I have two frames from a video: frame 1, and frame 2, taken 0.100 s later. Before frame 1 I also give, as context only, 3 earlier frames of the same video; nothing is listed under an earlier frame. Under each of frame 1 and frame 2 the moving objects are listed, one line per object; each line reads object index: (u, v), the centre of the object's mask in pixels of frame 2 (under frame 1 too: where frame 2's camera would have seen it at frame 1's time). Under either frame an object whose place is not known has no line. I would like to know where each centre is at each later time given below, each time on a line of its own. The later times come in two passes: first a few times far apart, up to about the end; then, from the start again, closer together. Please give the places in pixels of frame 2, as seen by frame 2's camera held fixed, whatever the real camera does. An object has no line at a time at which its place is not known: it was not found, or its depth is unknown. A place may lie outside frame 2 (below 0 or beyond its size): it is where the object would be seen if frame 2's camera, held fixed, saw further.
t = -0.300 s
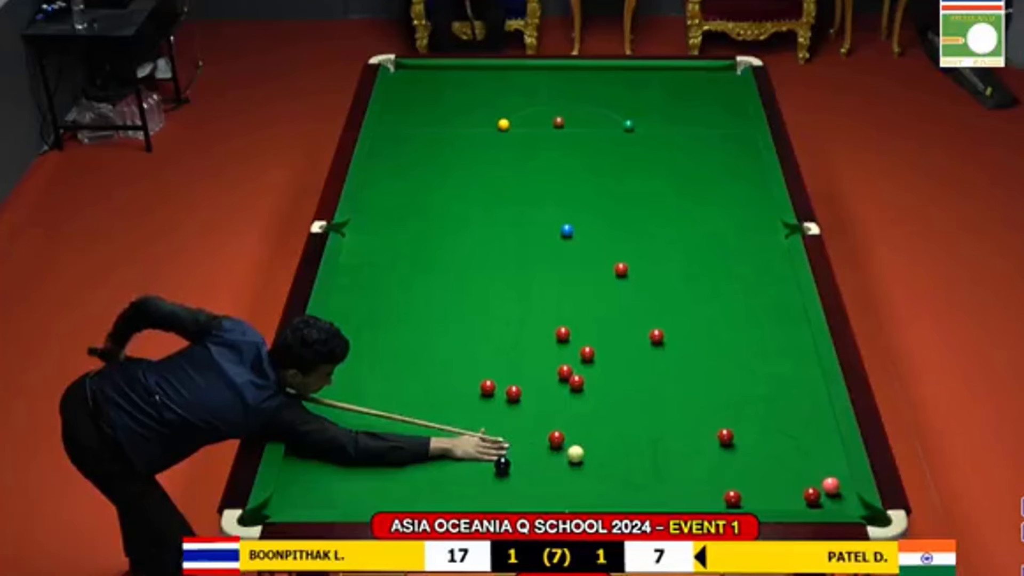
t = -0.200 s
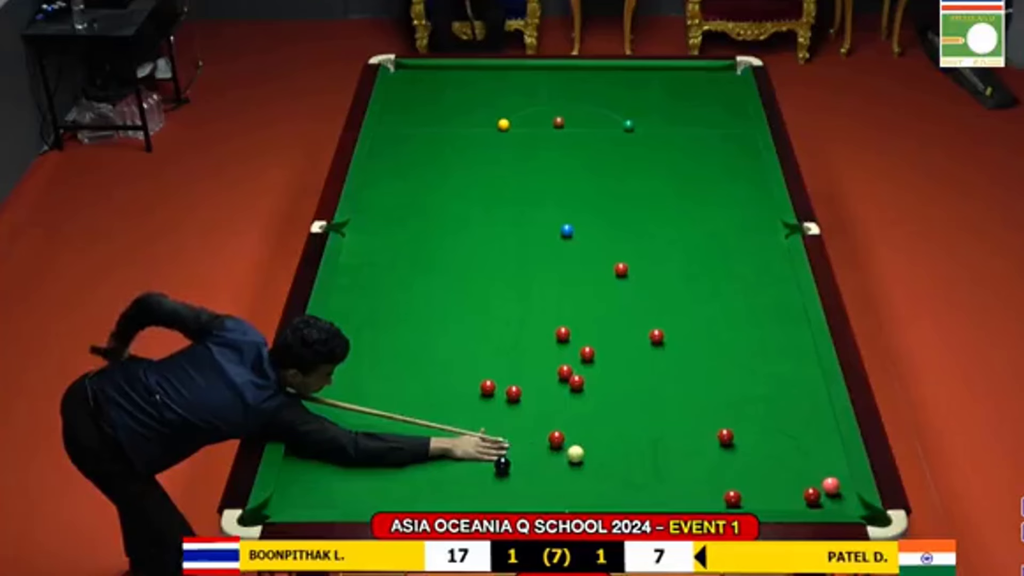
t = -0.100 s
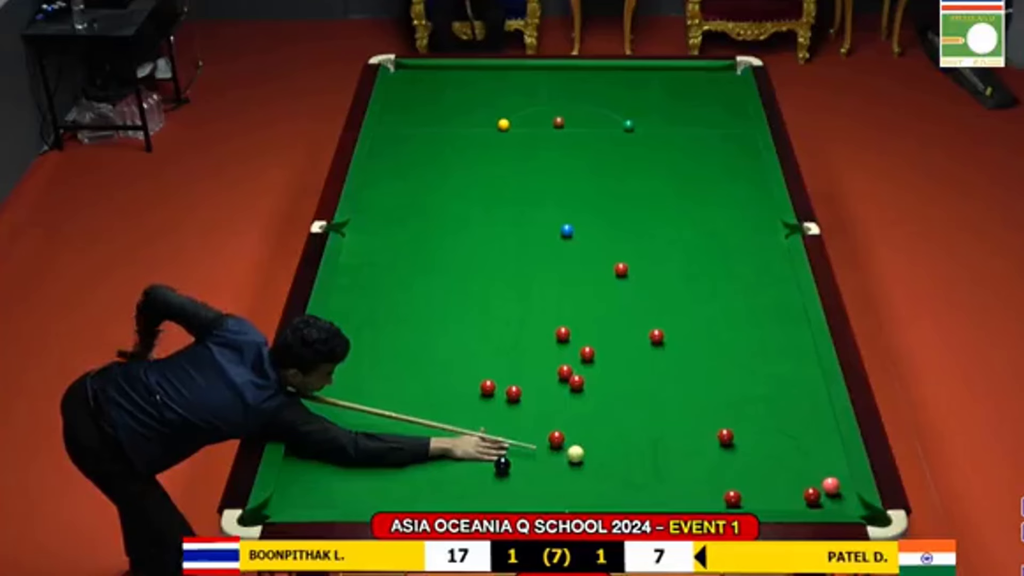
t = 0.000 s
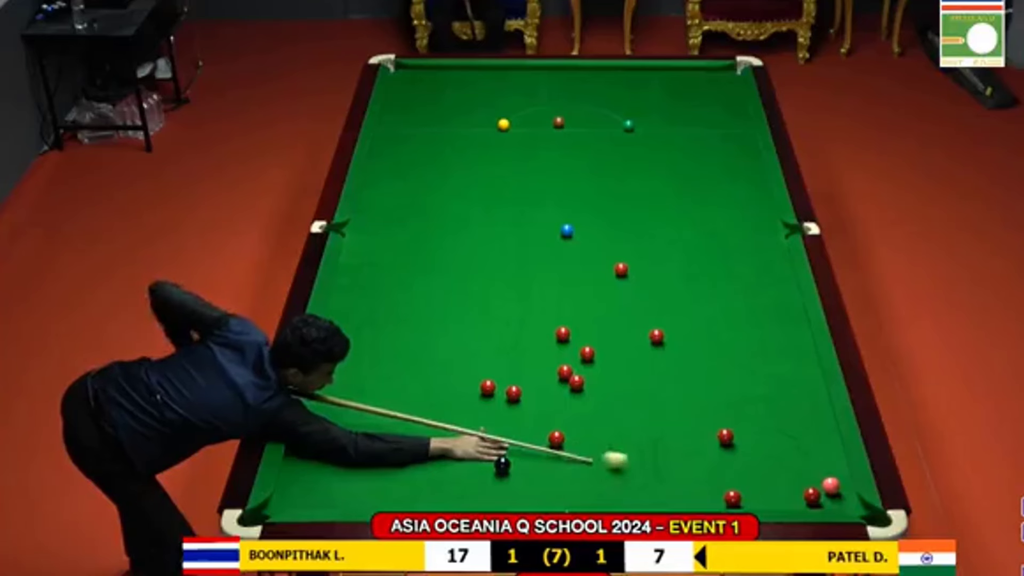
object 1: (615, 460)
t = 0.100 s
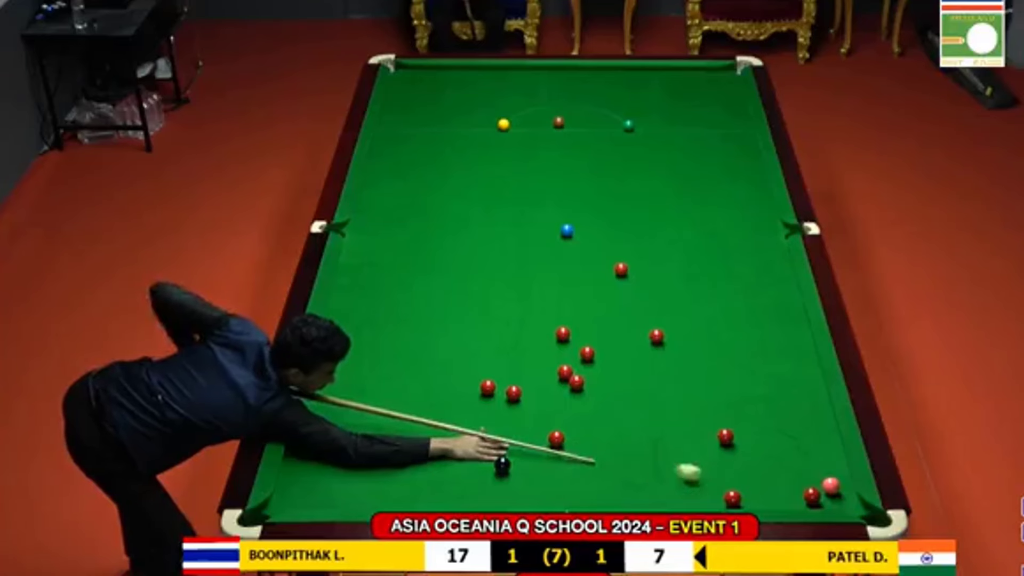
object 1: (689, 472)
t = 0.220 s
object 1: (769, 486)
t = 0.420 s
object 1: (798, 484)
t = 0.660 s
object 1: (799, 475)
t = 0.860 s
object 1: (800, 468)
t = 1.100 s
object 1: (801, 461)
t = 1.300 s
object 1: (801, 455)
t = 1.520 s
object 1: (802, 451)
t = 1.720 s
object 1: (802, 447)
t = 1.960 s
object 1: (803, 443)
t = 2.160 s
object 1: (803, 441)
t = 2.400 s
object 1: (803, 439)
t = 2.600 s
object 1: (802, 438)
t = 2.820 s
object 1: (802, 438)
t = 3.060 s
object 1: (802, 437)
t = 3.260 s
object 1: (802, 437)
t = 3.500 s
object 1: (802, 437)
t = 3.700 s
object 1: (802, 438)
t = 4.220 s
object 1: (802, 438)
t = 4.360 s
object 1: (802, 437)
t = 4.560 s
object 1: (802, 437)
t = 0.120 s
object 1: (702, 475)
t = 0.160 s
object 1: (730, 478)
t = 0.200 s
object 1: (756, 483)
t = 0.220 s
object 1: (769, 486)
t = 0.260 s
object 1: (793, 490)
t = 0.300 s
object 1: (797, 489)
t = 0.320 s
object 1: (797, 488)
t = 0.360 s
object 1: (798, 486)
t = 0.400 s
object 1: (798, 485)
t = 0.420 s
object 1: (798, 484)
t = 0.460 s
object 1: (798, 482)
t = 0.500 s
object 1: (799, 481)
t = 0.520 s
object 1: (799, 480)
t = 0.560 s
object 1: (799, 478)
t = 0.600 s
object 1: (799, 477)
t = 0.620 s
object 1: (799, 476)
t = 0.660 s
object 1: (799, 475)
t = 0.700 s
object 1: (800, 473)
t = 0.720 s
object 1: (800, 473)
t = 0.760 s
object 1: (800, 471)
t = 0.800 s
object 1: (800, 470)
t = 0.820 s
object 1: (800, 469)
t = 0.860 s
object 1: (800, 468)
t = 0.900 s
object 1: (800, 467)
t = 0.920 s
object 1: (800, 466)
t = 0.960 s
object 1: (801, 465)
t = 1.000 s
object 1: (801, 464)
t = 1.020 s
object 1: (801, 463)
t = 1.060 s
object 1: (801, 462)
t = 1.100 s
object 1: (801, 461)
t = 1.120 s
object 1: (801, 460)
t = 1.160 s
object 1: (801, 459)
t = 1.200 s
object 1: (801, 458)
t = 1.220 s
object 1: (801, 458)
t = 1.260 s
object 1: (802, 457)
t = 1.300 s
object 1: (801, 455)
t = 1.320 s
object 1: (801, 455)
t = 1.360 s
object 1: (802, 454)
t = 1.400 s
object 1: (802, 453)
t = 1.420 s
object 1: (802, 453)
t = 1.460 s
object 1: (802, 452)
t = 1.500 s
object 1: (802, 451)
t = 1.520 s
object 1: (802, 451)
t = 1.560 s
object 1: (802, 450)
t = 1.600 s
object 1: (802, 449)
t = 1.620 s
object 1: (802, 448)
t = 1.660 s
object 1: (802, 448)
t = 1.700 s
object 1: (802, 447)
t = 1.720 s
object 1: (802, 447)
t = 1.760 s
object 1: (802, 446)
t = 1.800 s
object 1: (802, 446)
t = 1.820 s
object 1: (802, 445)
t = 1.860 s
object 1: (802, 444)
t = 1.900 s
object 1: (802, 444)
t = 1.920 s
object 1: (802, 444)
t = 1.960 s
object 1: (803, 443)
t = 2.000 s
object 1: (803, 443)
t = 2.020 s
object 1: (803, 442)
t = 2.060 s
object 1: (803, 442)
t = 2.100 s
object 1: (803, 442)
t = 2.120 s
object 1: (803, 441)
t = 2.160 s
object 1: (803, 441)
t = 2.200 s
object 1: (803, 441)
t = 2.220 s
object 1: (803, 440)
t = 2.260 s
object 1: (803, 440)
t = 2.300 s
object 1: (803, 440)
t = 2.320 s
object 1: (803, 440)
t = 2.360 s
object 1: (803, 439)
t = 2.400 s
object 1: (803, 439)
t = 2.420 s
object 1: (803, 439)
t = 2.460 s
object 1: (803, 439)
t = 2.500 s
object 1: (803, 438)
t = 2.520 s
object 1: (803, 438)
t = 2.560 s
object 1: (802, 438)
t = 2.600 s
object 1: (802, 438)
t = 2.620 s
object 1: (802, 438)
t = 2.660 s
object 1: (802, 438)
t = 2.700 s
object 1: (802, 438)
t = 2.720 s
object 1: (802, 438)
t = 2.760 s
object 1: (802, 438)
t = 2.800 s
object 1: (802, 438)
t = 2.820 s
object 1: (802, 438)
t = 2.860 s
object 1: (802, 437)
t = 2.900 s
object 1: (802, 437)
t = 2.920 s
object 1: (802, 438)
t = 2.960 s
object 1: (802, 437)
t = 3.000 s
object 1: (802, 437)
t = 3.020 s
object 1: (802, 437)
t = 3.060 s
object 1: (802, 437)
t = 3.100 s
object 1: (802, 437)
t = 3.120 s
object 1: (802, 438)
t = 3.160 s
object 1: (802, 437)
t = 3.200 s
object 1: (802, 437)
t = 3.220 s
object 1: (802, 437)
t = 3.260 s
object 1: (802, 437)
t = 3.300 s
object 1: (802, 437)
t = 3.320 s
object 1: (802, 438)
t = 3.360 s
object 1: (802, 438)
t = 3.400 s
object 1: (802, 437)
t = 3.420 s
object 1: (802, 437)
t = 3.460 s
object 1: (802, 438)
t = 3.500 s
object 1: (802, 437)
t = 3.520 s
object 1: (802, 438)
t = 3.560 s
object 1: (802, 438)
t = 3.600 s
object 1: (802, 438)
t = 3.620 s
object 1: (802, 438)
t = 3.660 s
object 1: (802, 438)
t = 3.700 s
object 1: (802, 438)
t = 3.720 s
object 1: (802, 438)
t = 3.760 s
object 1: (802, 437)
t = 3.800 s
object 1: (802, 437)
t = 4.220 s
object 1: (802, 438)
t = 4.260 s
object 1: (802, 437)
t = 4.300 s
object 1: (802, 437)
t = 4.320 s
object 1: (802, 437)
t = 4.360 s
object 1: (802, 437)
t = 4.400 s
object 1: (802, 437)
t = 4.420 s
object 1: (802, 437)
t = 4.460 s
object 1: (802, 437)
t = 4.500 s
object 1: (802, 437)
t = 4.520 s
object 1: (802, 437)
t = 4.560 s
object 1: (802, 437)
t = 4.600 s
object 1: (802, 437)
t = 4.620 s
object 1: (802, 437)
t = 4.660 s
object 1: (802, 437)
